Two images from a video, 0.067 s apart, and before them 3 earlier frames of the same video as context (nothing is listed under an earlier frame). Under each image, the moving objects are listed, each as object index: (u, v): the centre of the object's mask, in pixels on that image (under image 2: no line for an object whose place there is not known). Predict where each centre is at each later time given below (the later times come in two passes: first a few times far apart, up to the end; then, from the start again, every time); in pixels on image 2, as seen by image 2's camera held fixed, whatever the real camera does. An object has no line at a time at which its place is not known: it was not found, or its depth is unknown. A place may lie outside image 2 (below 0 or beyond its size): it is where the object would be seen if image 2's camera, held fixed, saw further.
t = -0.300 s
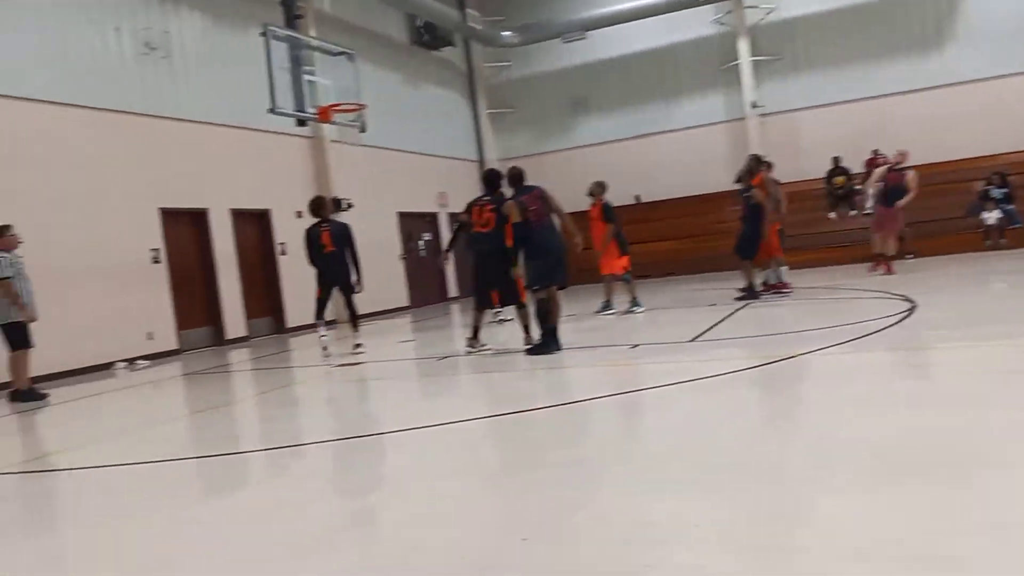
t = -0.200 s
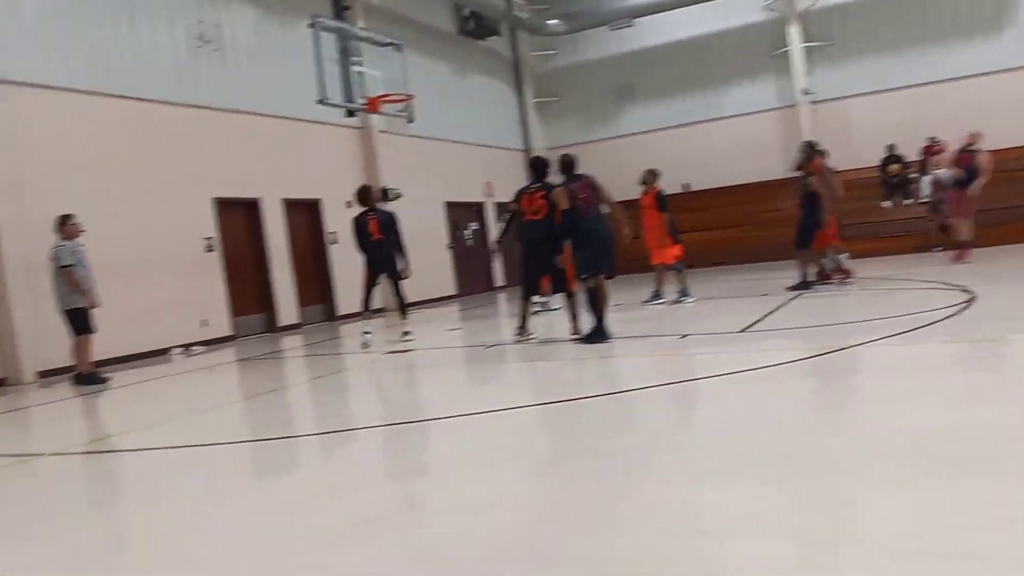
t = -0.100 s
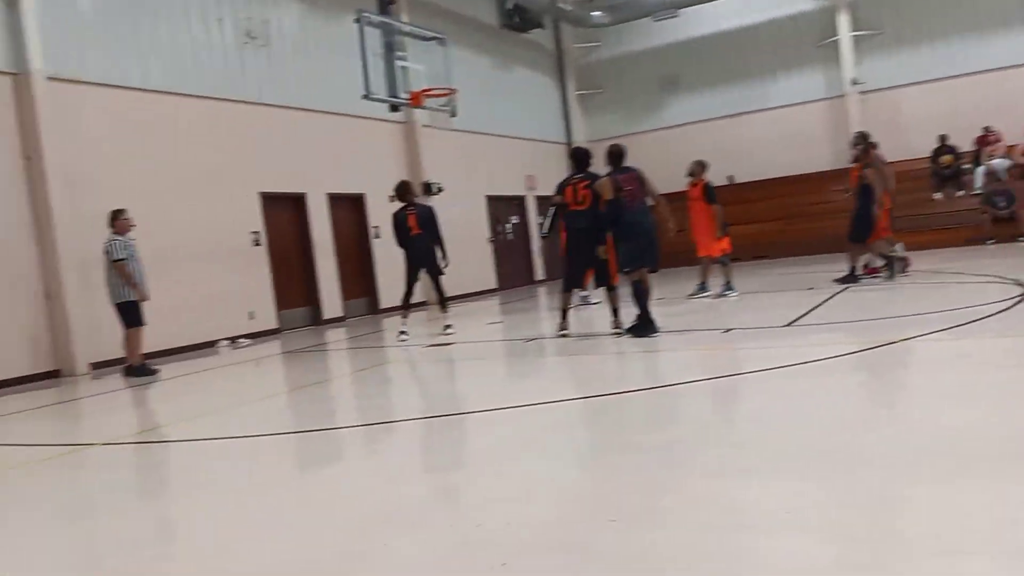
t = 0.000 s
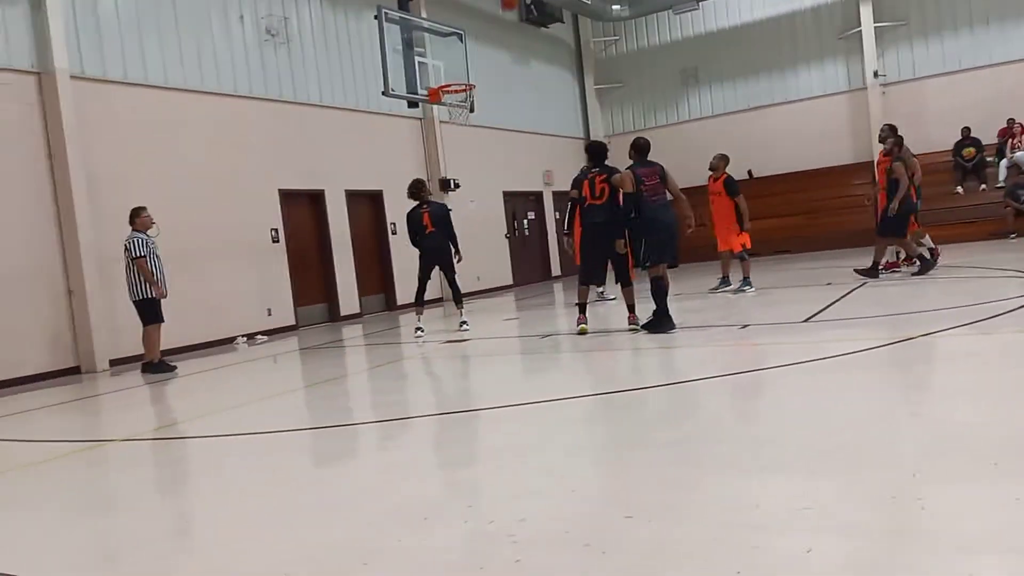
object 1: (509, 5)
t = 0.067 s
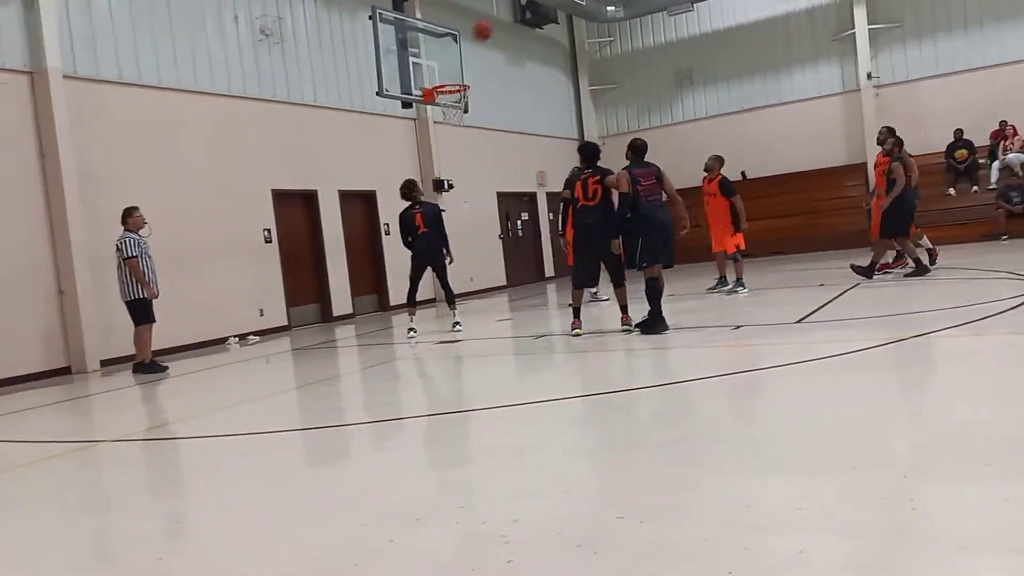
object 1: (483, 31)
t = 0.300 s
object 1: (430, 62)
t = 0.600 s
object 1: (483, 46)
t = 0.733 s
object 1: (511, 62)
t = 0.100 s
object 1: (472, 46)
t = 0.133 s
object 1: (462, 63)
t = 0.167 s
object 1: (452, 78)
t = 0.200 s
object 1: (446, 74)
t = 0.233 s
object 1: (441, 69)
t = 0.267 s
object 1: (436, 65)
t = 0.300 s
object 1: (430, 62)
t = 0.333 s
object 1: (434, 57)
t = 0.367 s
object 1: (439, 53)
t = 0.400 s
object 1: (445, 49)
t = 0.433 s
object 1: (451, 47)
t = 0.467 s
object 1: (457, 45)
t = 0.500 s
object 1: (464, 44)
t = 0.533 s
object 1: (470, 44)
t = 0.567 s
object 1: (477, 45)
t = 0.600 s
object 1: (483, 46)
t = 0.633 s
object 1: (490, 49)
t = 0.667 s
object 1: (497, 52)
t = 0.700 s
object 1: (504, 56)
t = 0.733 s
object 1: (511, 62)
